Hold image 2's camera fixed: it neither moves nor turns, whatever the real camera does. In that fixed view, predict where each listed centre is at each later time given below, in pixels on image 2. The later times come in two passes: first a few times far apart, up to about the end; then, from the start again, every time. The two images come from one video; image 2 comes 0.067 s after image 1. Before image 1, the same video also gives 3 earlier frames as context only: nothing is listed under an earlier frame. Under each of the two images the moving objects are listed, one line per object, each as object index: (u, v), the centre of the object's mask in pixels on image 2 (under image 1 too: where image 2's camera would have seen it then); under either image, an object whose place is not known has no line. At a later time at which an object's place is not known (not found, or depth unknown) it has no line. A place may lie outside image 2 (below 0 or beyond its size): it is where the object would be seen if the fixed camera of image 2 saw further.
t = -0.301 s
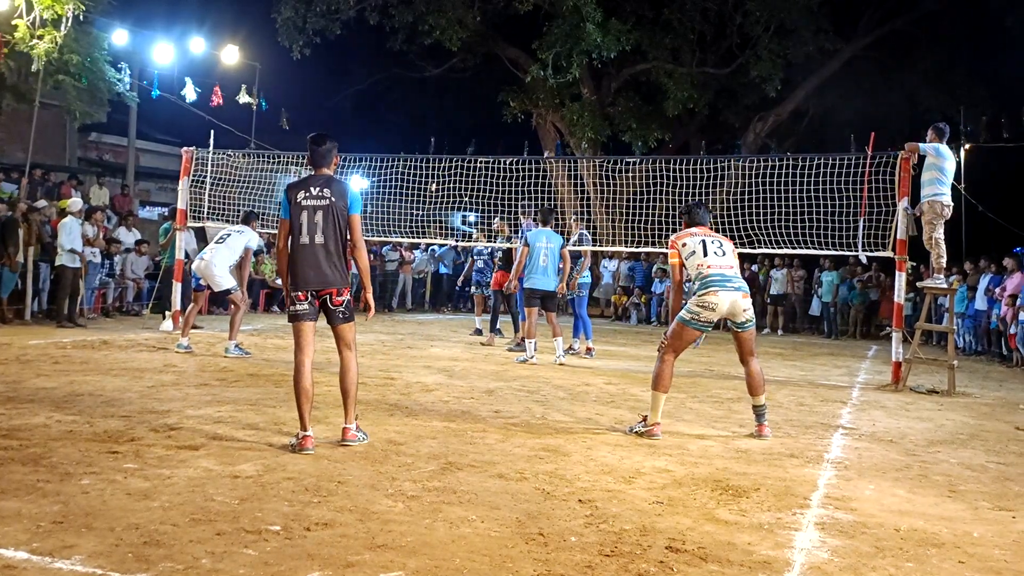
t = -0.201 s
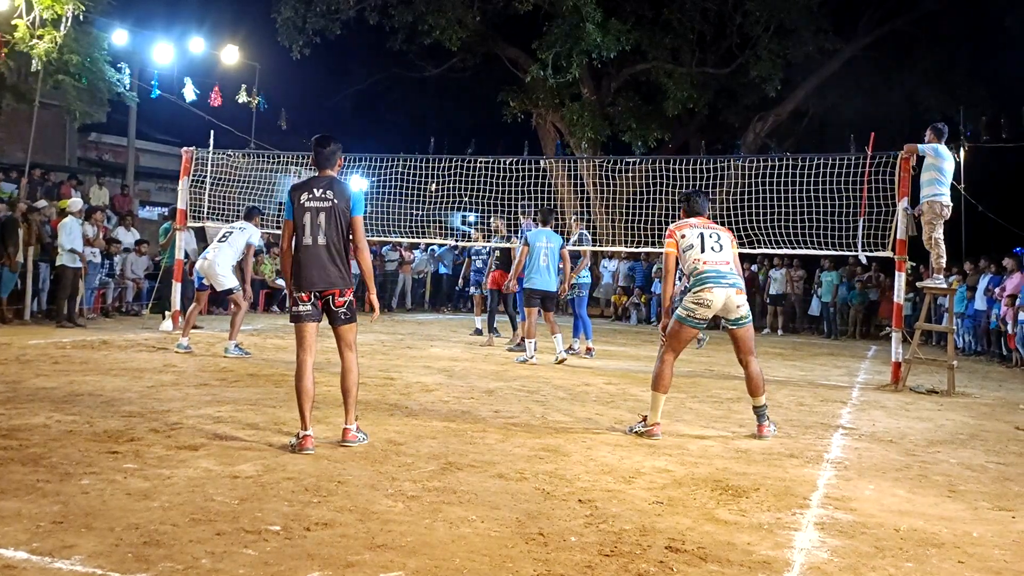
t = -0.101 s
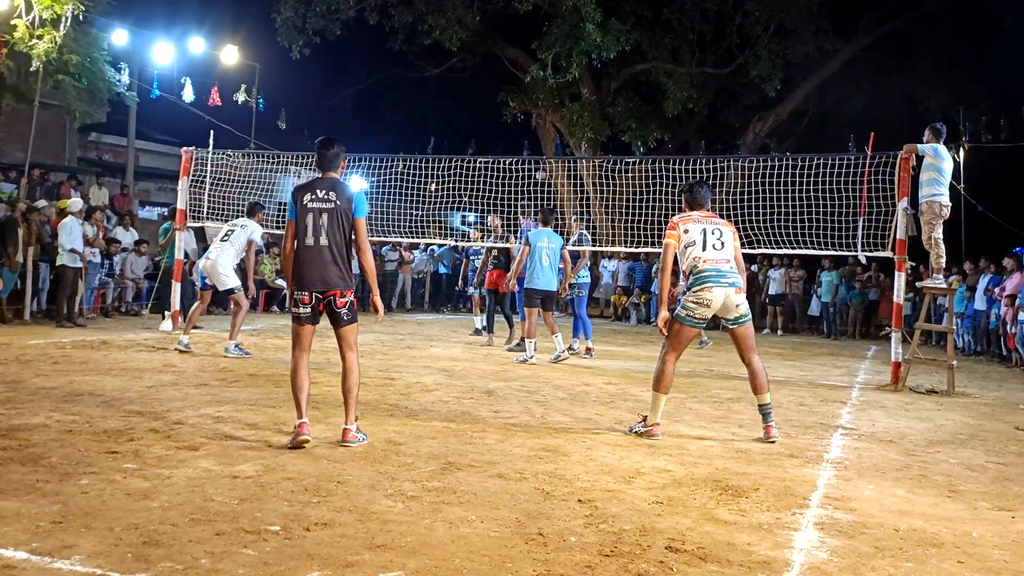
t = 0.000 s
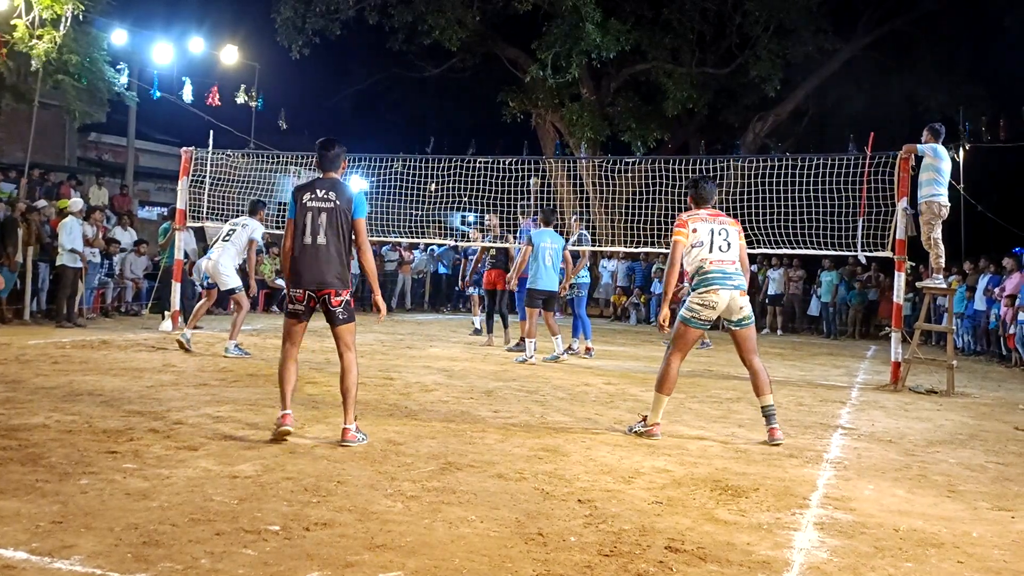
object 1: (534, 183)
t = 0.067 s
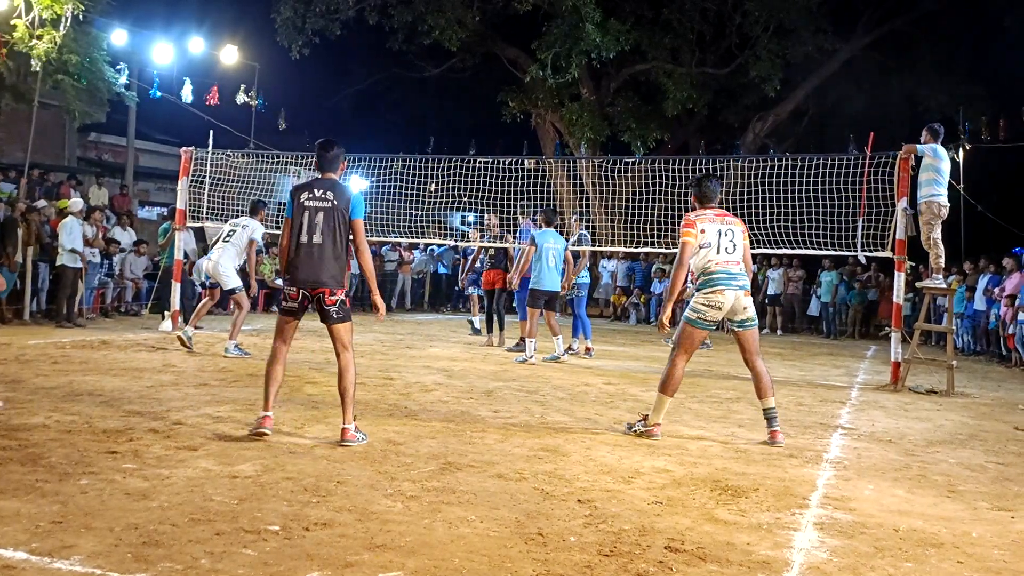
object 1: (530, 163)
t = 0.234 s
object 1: (517, 119)
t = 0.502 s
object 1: (493, 84)
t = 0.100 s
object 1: (527, 152)
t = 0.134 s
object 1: (525, 144)
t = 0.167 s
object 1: (522, 135)
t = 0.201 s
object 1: (520, 127)
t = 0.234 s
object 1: (517, 119)
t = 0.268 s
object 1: (515, 112)
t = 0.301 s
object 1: (512, 105)
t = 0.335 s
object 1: (509, 99)
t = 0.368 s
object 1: (506, 94)
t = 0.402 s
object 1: (503, 90)
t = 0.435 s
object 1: (500, 87)
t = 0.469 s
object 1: (497, 85)
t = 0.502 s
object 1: (493, 84)
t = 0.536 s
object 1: (490, 84)
